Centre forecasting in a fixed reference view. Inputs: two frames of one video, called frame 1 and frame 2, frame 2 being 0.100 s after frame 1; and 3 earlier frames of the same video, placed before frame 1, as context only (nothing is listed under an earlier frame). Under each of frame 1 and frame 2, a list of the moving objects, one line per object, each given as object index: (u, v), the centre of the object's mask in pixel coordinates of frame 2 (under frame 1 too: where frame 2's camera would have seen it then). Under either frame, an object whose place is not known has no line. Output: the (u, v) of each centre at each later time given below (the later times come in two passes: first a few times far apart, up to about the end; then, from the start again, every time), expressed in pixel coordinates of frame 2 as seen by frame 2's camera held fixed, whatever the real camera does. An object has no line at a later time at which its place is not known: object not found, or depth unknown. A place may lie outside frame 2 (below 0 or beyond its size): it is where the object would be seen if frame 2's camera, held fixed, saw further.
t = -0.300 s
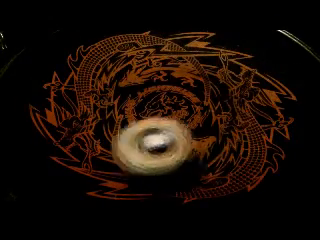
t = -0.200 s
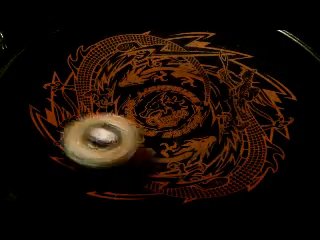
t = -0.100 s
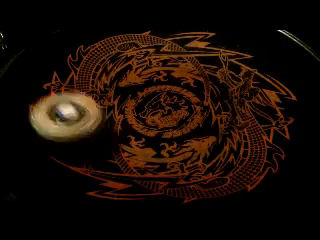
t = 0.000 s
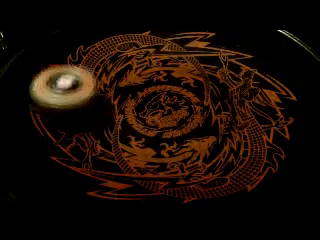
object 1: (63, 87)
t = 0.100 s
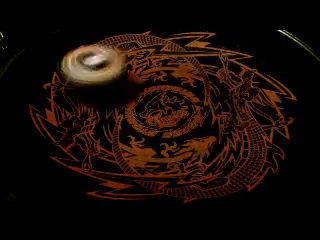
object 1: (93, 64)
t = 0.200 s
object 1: (136, 56)
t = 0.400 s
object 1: (217, 67)
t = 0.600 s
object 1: (269, 111)
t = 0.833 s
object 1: (177, 150)
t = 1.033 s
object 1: (121, 104)
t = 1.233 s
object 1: (125, 60)
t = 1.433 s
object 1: (175, 44)
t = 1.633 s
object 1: (229, 74)
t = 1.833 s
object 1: (234, 114)
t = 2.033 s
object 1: (167, 140)
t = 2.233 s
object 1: (113, 116)
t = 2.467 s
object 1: (101, 96)
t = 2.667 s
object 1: (102, 83)
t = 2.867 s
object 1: (109, 75)
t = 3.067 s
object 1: (120, 73)
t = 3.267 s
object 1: (124, 73)
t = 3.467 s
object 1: (129, 72)
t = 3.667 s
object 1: (134, 70)
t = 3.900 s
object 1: (139, 69)
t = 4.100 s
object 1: (141, 68)
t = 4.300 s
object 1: (143, 67)
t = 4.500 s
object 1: (145, 68)
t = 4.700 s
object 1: (149, 67)
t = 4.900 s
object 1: (152, 68)
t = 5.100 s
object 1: (156, 67)
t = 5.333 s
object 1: (159, 67)
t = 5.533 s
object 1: (162, 66)
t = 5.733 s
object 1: (165, 65)
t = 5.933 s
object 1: (167, 65)
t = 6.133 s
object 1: (169, 65)
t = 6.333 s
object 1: (174, 65)
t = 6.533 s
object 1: (178, 65)
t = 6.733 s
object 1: (183, 65)
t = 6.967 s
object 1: (187, 65)
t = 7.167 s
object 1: (190, 64)
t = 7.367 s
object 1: (193, 64)
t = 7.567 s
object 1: (196, 64)
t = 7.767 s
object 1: (200, 64)
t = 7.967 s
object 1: (204, 64)
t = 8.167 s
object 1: (208, 63)
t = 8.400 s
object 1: (211, 62)
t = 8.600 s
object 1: (213, 61)
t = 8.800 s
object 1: (216, 61)
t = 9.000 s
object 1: (220, 62)
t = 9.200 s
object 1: (224, 63)
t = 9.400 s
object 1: (229, 65)
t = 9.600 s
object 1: (233, 67)
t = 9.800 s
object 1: (237, 70)
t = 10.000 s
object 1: (240, 74)
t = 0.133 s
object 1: (107, 60)
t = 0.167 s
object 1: (121, 57)
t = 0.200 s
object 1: (136, 56)
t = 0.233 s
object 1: (149, 56)
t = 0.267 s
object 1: (163, 58)
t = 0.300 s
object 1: (176, 58)
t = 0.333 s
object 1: (191, 60)
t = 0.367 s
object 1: (204, 64)
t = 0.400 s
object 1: (217, 67)
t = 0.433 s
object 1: (231, 71)
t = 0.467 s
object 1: (243, 76)
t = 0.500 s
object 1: (254, 82)
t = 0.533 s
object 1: (262, 91)
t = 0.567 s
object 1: (267, 100)
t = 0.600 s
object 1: (269, 111)
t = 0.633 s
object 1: (267, 121)
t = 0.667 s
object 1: (261, 131)
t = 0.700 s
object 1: (250, 140)
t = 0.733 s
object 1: (234, 147)
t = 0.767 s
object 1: (216, 151)
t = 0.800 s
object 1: (196, 152)
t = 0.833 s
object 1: (177, 150)
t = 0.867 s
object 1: (162, 146)
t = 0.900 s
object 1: (146, 139)
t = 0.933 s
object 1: (135, 130)
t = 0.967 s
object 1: (128, 121)
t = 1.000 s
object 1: (124, 113)
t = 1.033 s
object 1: (121, 104)
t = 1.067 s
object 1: (119, 95)
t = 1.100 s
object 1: (119, 87)
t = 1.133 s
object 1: (119, 79)
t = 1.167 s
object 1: (120, 72)
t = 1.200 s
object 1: (122, 66)
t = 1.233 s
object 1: (125, 60)
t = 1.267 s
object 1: (128, 54)
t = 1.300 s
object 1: (134, 49)
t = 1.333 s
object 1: (141, 46)
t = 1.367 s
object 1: (150, 44)
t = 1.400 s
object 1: (162, 44)
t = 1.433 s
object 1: (175, 44)
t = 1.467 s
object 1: (189, 45)
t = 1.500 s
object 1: (200, 47)
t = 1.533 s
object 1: (211, 53)
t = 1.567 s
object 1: (219, 60)
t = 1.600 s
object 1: (225, 67)
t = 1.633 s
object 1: (229, 74)
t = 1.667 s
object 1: (232, 82)
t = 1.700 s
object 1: (235, 88)
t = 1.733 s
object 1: (236, 94)
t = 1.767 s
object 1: (237, 100)
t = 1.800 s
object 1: (236, 107)
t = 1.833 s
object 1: (234, 114)
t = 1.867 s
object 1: (229, 121)
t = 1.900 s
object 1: (221, 129)
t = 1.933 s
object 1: (210, 135)
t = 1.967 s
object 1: (197, 139)
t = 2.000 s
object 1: (182, 141)
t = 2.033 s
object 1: (167, 140)
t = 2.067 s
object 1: (152, 138)
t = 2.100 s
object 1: (139, 134)
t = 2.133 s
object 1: (130, 129)
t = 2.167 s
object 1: (122, 124)
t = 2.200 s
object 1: (116, 120)
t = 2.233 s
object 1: (113, 116)
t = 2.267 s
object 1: (111, 113)
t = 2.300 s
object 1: (108, 109)
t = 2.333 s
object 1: (106, 106)
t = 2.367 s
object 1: (105, 103)
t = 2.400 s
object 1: (104, 101)
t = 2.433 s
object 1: (103, 99)
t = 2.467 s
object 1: (101, 96)
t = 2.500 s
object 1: (101, 94)
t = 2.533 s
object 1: (100, 91)
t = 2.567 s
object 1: (100, 89)
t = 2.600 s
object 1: (101, 87)
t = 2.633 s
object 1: (101, 85)
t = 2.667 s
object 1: (102, 83)
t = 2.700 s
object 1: (103, 82)
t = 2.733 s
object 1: (104, 80)
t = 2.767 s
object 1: (105, 78)
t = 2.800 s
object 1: (106, 77)
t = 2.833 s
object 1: (107, 76)
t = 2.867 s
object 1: (109, 75)
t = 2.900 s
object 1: (111, 74)
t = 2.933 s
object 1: (112, 74)
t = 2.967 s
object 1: (115, 73)
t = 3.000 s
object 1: (117, 73)
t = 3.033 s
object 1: (120, 73)
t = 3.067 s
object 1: (120, 73)
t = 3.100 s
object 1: (121, 73)
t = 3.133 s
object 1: (121, 73)
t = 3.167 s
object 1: (122, 73)
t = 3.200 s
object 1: (123, 73)
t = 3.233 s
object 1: (123, 73)
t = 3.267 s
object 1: (124, 73)
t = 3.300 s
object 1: (125, 73)
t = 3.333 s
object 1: (126, 73)
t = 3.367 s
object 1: (127, 73)
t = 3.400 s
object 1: (128, 72)
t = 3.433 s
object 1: (128, 72)
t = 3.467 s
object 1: (129, 72)
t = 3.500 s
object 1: (130, 72)
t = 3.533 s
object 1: (131, 71)
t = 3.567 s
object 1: (132, 71)
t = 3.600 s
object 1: (133, 71)
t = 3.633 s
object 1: (133, 71)
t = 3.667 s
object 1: (134, 70)
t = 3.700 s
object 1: (135, 70)
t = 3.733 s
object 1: (135, 70)
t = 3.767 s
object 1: (136, 70)
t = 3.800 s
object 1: (137, 70)
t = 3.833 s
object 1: (138, 69)
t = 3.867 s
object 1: (138, 69)
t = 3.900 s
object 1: (139, 69)
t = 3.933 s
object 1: (139, 69)
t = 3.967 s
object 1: (140, 69)
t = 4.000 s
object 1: (140, 68)
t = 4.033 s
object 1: (140, 68)
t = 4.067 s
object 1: (141, 68)
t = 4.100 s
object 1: (141, 68)
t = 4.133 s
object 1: (141, 68)
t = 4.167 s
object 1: (142, 68)
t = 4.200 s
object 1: (142, 68)
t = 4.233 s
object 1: (142, 68)
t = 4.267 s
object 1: (143, 67)
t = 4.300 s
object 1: (143, 67)
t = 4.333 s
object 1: (143, 68)
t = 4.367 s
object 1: (144, 67)
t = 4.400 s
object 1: (144, 67)
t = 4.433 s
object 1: (144, 68)
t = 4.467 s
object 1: (145, 68)
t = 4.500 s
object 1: (145, 68)
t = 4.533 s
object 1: (146, 68)
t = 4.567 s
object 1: (147, 68)
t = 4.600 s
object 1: (147, 68)
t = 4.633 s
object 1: (147, 68)
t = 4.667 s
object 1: (148, 67)
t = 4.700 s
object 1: (149, 67)
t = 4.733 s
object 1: (149, 67)
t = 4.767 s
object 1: (150, 68)
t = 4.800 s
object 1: (150, 68)
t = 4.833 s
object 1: (151, 68)
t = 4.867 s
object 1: (152, 68)
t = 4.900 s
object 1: (152, 68)
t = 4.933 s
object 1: (153, 68)
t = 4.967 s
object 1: (153, 67)
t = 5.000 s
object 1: (154, 67)
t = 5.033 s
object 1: (155, 67)
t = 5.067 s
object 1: (155, 67)
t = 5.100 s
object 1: (156, 67)
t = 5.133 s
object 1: (157, 66)
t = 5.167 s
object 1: (158, 65)
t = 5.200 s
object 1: (158, 66)
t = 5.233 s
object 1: (158, 66)
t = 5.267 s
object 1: (158, 67)
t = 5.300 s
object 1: (159, 67)
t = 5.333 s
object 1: (159, 67)
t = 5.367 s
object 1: (160, 67)
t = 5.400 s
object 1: (160, 67)
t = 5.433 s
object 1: (160, 66)
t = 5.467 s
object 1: (161, 66)
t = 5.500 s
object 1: (161, 66)
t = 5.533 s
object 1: (162, 66)
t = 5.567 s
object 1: (162, 66)
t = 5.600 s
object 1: (163, 66)
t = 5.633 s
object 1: (163, 66)
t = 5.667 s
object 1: (164, 66)
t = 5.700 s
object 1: (164, 65)
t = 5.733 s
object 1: (165, 65)
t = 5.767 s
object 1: (166, 65)
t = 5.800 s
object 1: (166, 65)
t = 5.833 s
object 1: (166, 65)
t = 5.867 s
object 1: (167, 65)
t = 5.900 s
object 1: (167, 65)
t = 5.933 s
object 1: (167, 65)
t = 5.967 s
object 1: (167, 64)
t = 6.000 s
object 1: (168, 65)
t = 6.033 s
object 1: (168, 65)
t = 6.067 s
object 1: (168, 65)
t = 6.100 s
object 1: (168, 65)
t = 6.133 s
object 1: (169, 65)
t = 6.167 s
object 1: (171, 65)
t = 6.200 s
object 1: (172, 65)
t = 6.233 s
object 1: (173, 65)
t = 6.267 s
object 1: (173, 65)
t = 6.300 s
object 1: (174, 65)
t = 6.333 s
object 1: (174, 65)
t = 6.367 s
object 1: (175, 65)
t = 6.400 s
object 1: (176, 65)
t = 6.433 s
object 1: (177, 65)
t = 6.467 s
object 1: (177, 65)
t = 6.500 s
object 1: (178, 65)
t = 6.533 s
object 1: (178, 65)
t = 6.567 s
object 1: (179, 64)
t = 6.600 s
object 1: (179, 65)
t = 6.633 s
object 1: (181, 66)
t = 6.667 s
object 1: (181, 65)
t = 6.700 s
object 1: (182, 66)
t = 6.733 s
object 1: (183, 65)
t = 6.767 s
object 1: (184, 66)
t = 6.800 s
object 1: (185, 66)
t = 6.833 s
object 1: (185, 66)
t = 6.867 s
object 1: (186, 65)
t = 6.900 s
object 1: (186, 65)
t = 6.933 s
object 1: (187, 65)
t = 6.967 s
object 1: (187, 65)
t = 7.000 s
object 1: (188, 65)
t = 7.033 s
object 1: (188, 65)
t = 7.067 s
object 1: (189, 65)
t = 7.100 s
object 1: (189, 65)
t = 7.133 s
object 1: (189, 65)
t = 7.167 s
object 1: (190, 64)
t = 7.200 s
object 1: (191, 64)
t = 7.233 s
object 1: (191, 64)
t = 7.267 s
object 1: (191, 64)
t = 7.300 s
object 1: (192, 64)
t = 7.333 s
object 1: (192, 64)
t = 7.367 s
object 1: (193, 64)
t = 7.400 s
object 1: (193, 64)
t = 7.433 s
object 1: (194, 64)
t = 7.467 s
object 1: (194, 64)
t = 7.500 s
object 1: (195, 64)
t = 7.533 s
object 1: (196, 64)
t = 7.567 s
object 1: (196, 64)
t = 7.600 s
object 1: (197, 64)
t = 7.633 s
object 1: (197, 64)
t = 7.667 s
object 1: (198, 64)
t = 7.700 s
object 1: (199, 64)
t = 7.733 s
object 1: (199, 64)
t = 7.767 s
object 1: (200, 64)
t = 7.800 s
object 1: (201, 64)
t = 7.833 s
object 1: (201, 64)
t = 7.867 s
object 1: (202, 64)
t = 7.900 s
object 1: (202, 64)
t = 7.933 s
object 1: (203, 64)
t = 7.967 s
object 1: (204, 64)
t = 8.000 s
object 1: (204, 64)
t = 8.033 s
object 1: (205, 64)
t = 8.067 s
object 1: (206, 64)
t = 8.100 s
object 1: (206, 64)
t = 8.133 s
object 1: (207, 64)
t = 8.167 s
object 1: (208, 63)
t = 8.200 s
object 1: (208, 63)
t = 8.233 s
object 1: (209, 63)
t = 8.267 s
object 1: (209, 63)
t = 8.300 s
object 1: (210, 63)
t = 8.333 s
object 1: (210, 62)
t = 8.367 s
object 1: (211, 62)
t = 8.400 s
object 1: (211, 62)
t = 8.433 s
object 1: (212, 62)
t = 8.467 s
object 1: (212, 62)
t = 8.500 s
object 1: (212, 62)
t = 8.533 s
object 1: (213, 61)
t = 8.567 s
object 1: (213, 61)
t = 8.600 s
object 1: (213, 61)
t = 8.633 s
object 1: (214, 61)
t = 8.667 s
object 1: (214, 61)
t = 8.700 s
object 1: (215, 61)
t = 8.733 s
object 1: (215, 61)
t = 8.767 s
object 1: (216, 61)
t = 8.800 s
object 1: (216, 61)
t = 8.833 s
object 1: (217, 61)
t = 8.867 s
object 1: (217, 61)
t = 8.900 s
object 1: (218, 61)
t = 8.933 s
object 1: (218, 61)
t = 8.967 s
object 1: (219, 62)
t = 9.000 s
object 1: (220, 62)
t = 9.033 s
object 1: (221, 62)
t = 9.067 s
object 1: (221, 62)
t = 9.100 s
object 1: (222, 63)
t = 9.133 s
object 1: (223, 63)
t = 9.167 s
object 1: (223, 63)
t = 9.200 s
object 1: (224, 63)
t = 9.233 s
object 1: (225, 63)
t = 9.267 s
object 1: (225, 64)
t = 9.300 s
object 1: (226, 64)
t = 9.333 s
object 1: (227, 64)
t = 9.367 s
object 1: (228, 64)
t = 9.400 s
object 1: (229, 65)
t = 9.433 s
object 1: (229, 65)
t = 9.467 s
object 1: (230, 66)
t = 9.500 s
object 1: (231, 66)
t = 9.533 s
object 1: (232, 66)
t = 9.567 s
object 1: (232, 67)
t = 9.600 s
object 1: (233, 67)
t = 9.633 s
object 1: (234, 68)
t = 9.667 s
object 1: (234, 68)
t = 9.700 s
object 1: (235, 69)
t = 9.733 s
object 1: (236, 69)
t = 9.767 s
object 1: (236, 70)
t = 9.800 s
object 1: (237, 70)
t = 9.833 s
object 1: (237, 71)
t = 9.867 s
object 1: (238, 72)
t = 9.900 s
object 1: (239, 72)
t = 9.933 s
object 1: (239, 73)
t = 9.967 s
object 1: (240, 74)
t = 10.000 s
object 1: (240, 74)
